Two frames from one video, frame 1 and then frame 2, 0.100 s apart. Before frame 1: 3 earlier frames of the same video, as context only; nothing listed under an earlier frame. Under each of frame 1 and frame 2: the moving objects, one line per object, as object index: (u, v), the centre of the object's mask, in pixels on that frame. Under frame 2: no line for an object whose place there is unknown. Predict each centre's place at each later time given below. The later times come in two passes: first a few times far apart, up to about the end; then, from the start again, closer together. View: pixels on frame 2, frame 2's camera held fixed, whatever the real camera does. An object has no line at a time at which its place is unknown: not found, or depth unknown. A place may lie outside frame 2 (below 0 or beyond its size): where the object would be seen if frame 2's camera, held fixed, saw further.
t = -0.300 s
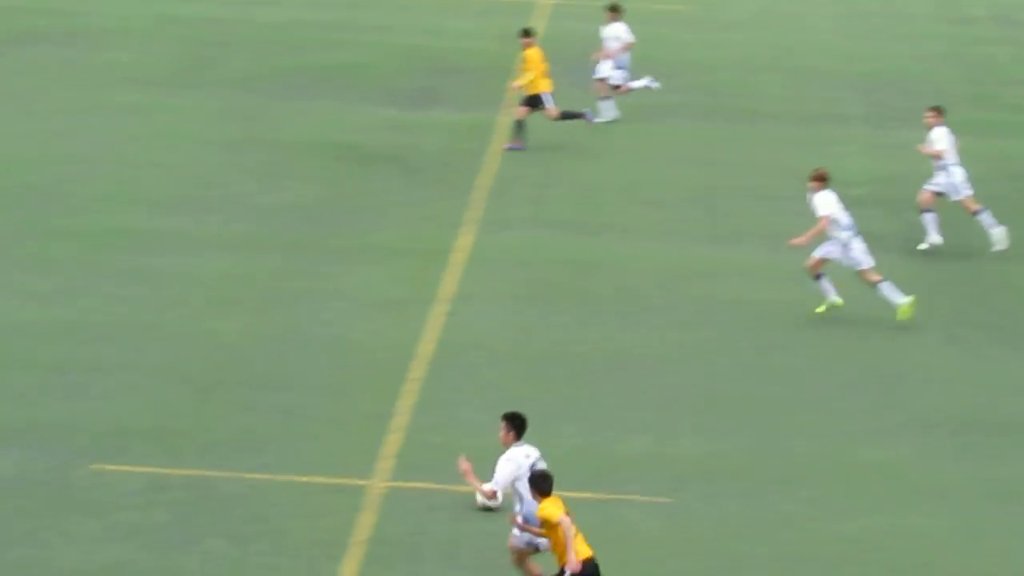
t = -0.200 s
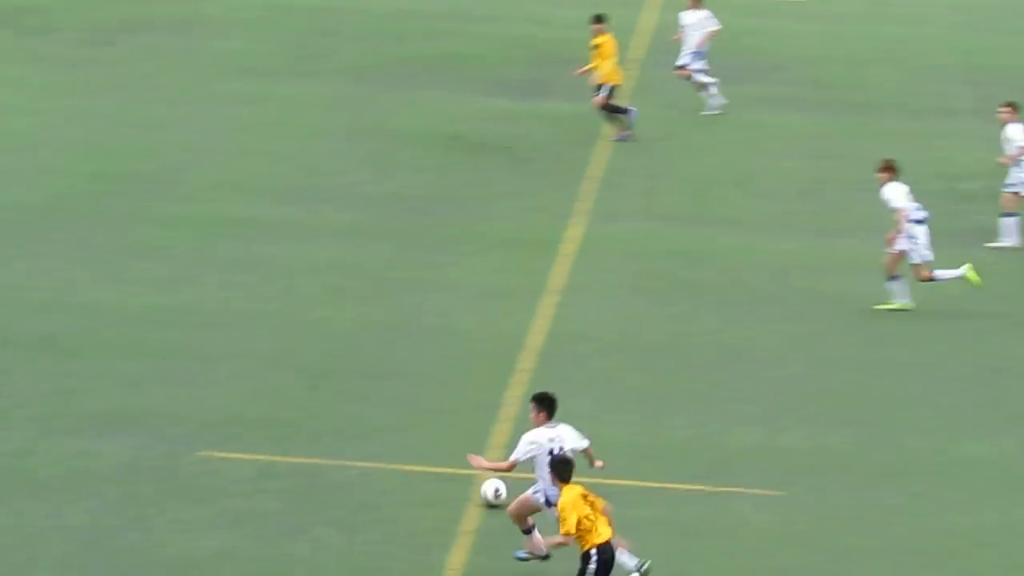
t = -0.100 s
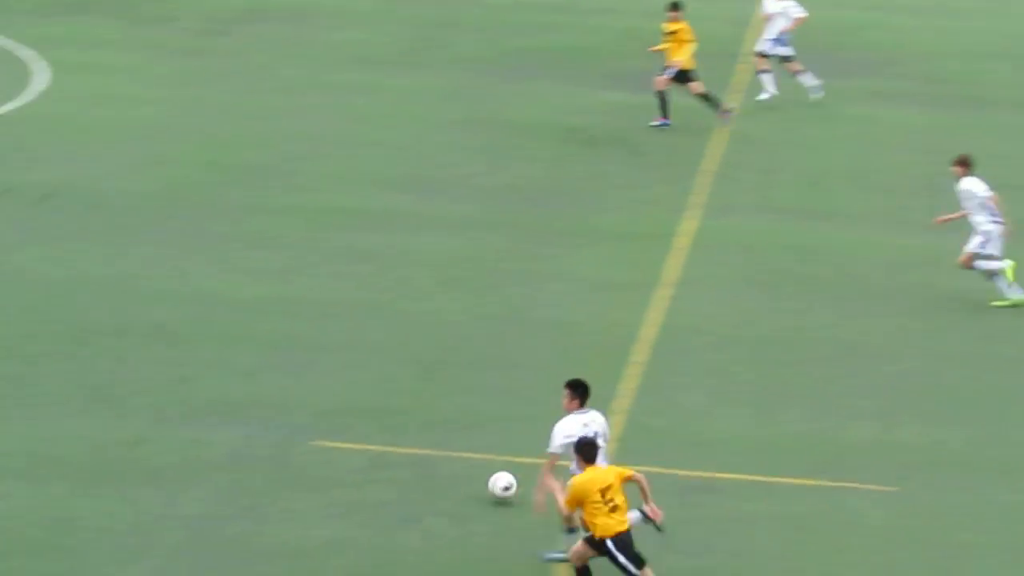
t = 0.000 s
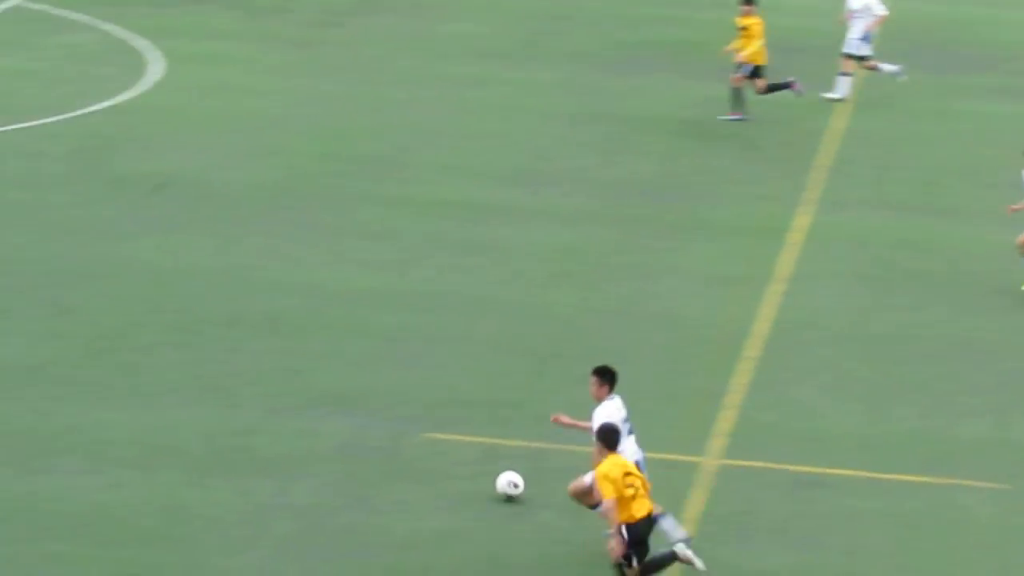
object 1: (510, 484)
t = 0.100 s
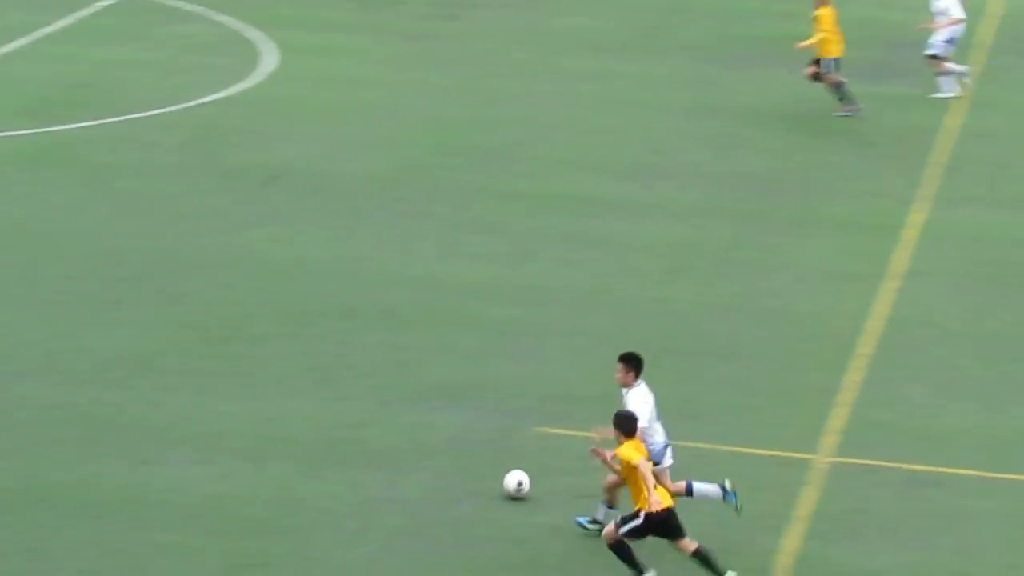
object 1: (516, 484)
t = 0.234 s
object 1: (382, 487)
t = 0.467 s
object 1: (139, 495)
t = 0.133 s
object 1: (482, 485)
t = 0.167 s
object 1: (449, 486)
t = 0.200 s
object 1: (416, 485)
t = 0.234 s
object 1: (382, 487)
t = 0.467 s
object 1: (139, 495)
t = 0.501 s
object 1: (103, 497)
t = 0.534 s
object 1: (66, 499)
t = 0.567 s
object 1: (29, 500)
